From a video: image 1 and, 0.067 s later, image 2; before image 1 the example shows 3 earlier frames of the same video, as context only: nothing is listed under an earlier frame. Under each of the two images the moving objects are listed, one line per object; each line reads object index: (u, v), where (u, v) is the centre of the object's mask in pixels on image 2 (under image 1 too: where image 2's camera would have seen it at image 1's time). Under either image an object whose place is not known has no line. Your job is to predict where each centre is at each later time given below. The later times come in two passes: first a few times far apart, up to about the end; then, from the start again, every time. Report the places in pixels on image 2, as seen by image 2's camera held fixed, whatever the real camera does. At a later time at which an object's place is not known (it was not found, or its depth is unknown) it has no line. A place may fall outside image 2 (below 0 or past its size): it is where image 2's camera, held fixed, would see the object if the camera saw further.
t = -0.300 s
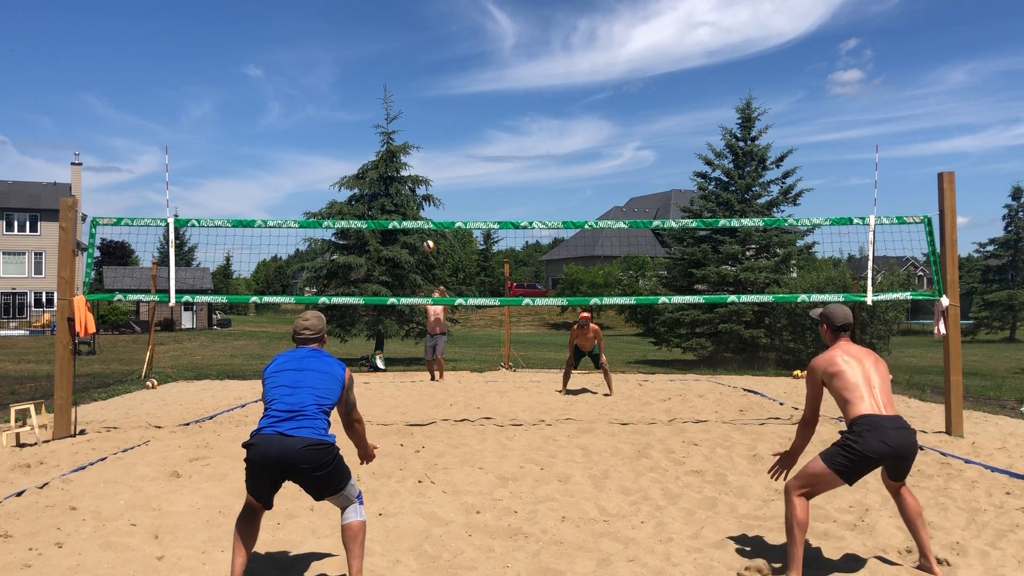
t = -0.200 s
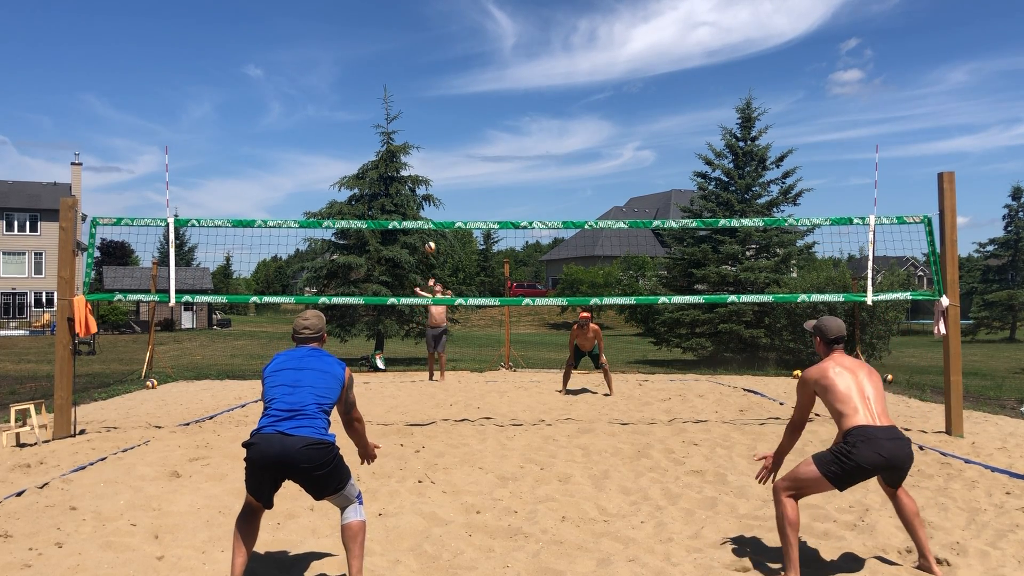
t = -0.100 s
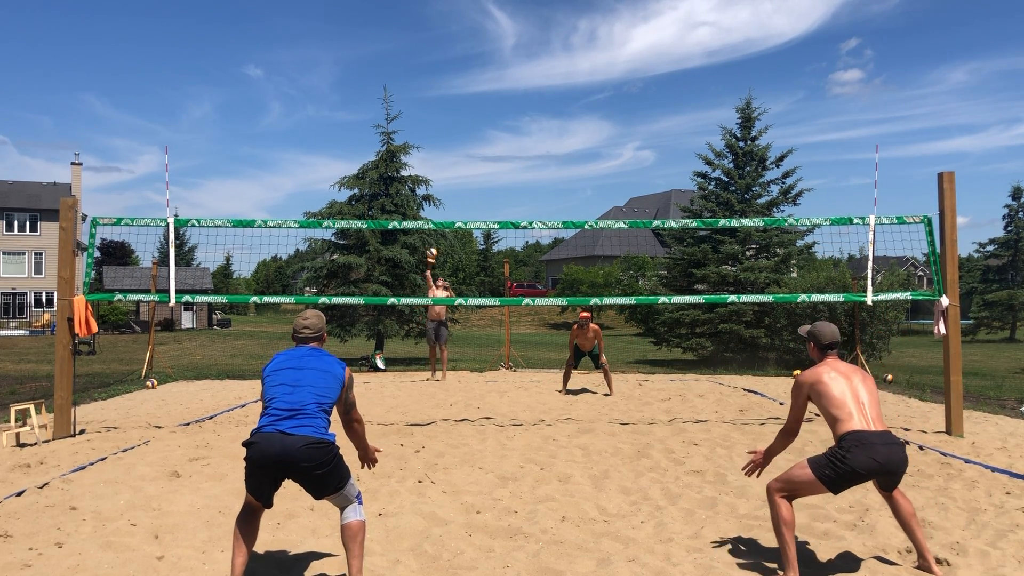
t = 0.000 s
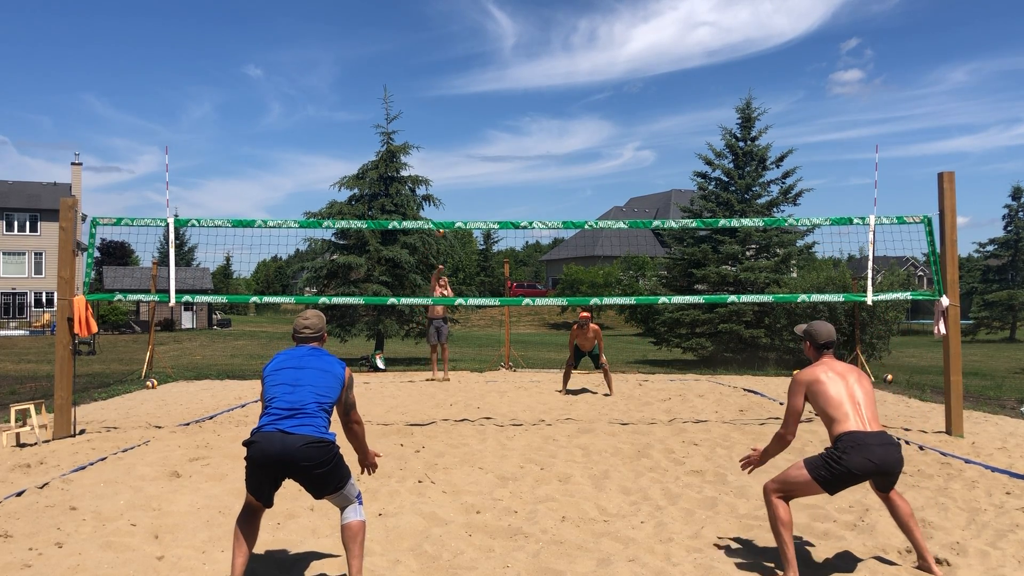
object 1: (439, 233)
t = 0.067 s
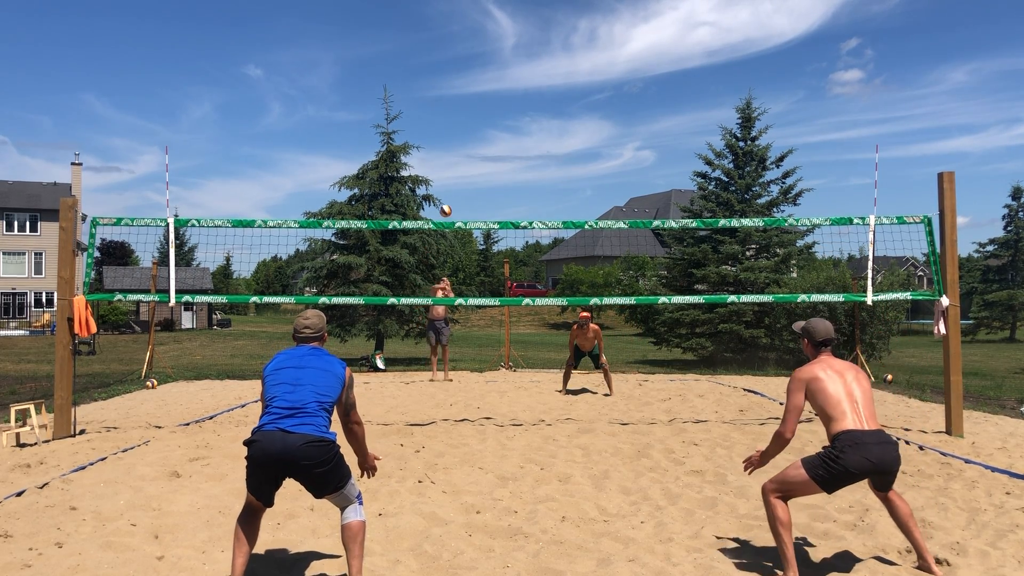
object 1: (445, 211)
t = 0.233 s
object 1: (465, 167)
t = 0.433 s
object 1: (500, 125)
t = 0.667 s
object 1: (556, 107)
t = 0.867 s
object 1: (629, 129)
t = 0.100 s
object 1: (449, 202)
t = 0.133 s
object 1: (452, 193)
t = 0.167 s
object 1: (456, 184)
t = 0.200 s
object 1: (461, 175)
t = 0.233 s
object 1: (465, 167)
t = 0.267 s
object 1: (470, 159)
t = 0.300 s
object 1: (476, 151)
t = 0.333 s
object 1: (481, 144)
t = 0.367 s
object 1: (487, 137)
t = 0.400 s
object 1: (493, 130)
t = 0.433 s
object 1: (500, 125)
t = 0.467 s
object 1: (507, 120)
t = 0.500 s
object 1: (514, 116)
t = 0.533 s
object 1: (521, 112)
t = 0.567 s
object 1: (529, 110)
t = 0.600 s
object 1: (537, 108)
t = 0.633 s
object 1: (547, 107)
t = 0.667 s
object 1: (556, 107)
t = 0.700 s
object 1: (566, 107)
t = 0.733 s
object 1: (577, 109)
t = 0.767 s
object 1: (588, 111)
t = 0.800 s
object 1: (601, 116)
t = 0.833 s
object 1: (614, 121)
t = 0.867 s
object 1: (629, 129)
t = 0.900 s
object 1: (645, 139)
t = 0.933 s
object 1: (663, 152)
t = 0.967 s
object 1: (683, 168)
